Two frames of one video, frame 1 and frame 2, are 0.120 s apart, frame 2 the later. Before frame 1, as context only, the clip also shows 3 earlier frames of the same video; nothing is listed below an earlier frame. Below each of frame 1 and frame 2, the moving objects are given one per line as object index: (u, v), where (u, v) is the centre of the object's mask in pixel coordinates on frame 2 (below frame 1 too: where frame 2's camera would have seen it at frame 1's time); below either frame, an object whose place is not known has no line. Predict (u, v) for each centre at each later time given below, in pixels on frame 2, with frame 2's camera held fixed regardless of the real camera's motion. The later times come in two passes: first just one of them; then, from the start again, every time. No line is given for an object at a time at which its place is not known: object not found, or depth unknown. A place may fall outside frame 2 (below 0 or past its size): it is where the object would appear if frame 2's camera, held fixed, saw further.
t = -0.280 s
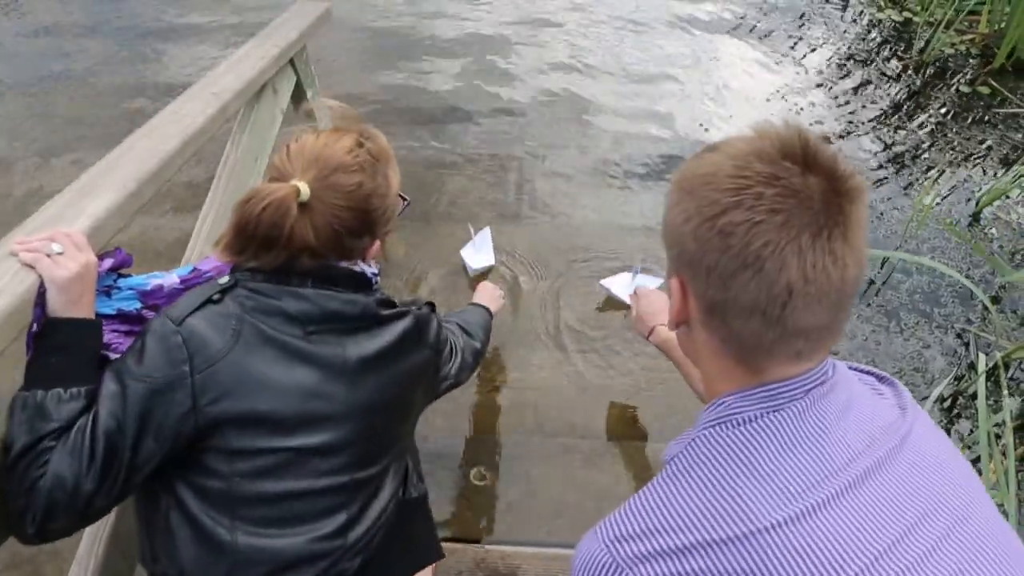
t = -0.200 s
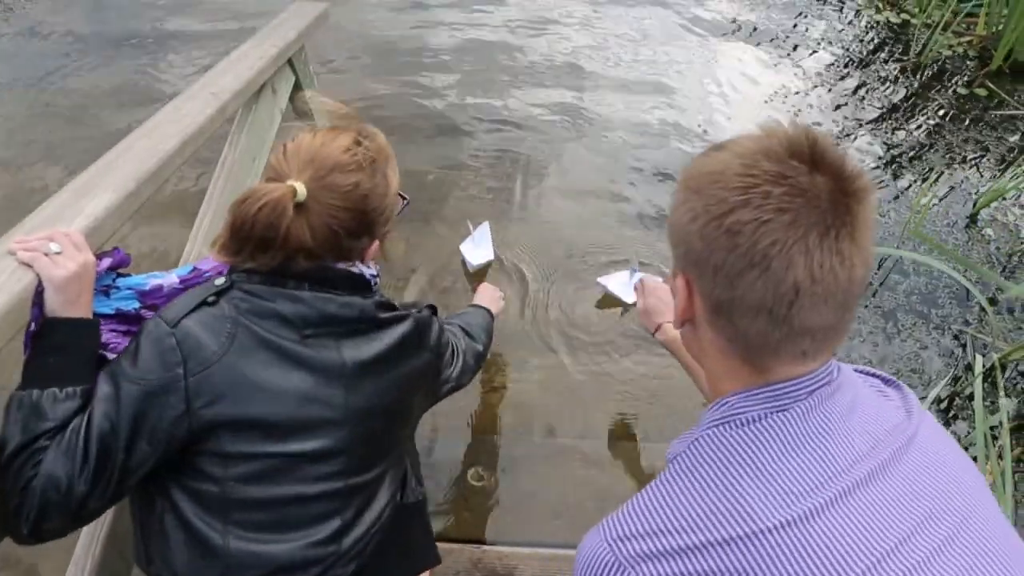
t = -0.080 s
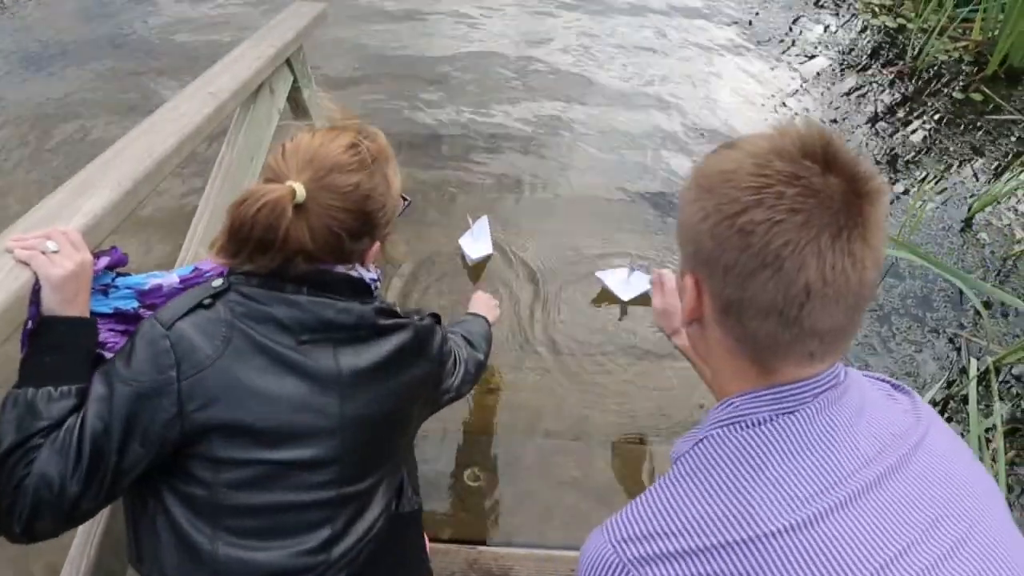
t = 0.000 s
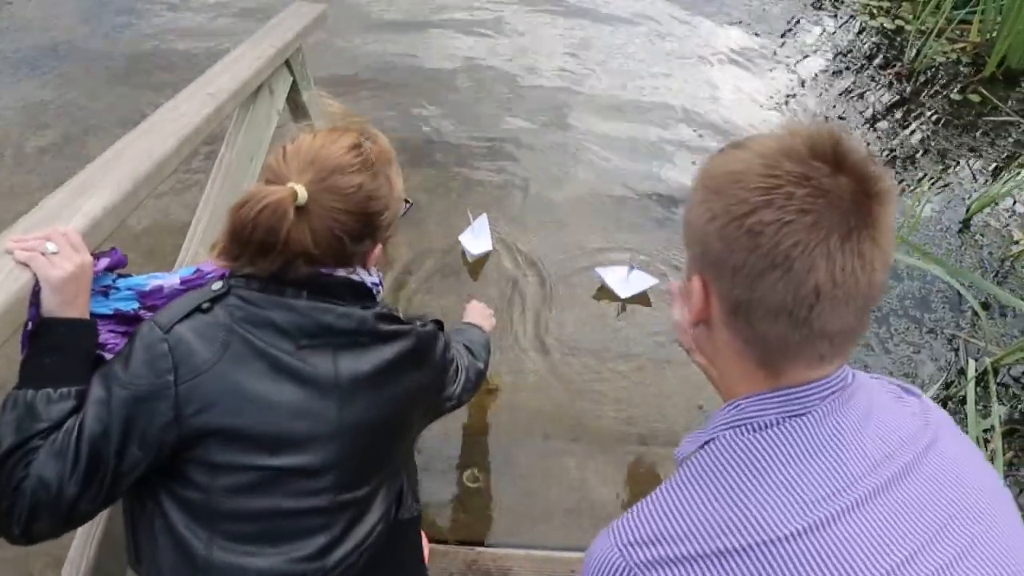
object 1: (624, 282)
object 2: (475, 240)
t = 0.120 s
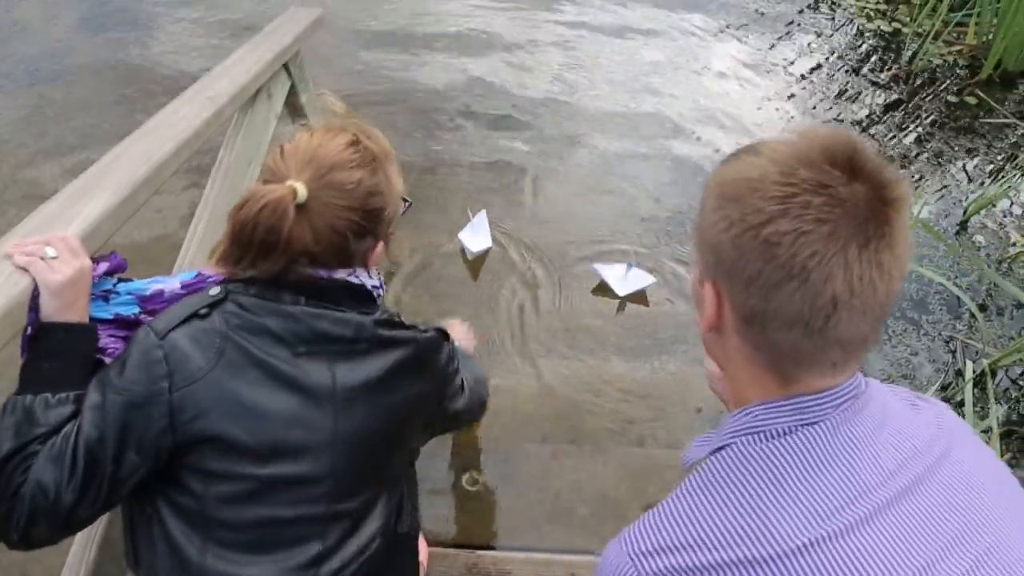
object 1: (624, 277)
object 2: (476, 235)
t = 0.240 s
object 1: (624, 272)
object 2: (476, 229)
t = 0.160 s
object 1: (624, 276)
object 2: (476, 232)
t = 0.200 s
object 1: (624, 274)
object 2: (476, 231)
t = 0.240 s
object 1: (624, 272)
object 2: (476, 229)
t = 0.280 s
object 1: (624, 271)
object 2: (477, 228)
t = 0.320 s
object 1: (624, 269)
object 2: (477, 226)
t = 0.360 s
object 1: (624, 268)
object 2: (477, 224)
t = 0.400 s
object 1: (624, 267)
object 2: (477, 222)
